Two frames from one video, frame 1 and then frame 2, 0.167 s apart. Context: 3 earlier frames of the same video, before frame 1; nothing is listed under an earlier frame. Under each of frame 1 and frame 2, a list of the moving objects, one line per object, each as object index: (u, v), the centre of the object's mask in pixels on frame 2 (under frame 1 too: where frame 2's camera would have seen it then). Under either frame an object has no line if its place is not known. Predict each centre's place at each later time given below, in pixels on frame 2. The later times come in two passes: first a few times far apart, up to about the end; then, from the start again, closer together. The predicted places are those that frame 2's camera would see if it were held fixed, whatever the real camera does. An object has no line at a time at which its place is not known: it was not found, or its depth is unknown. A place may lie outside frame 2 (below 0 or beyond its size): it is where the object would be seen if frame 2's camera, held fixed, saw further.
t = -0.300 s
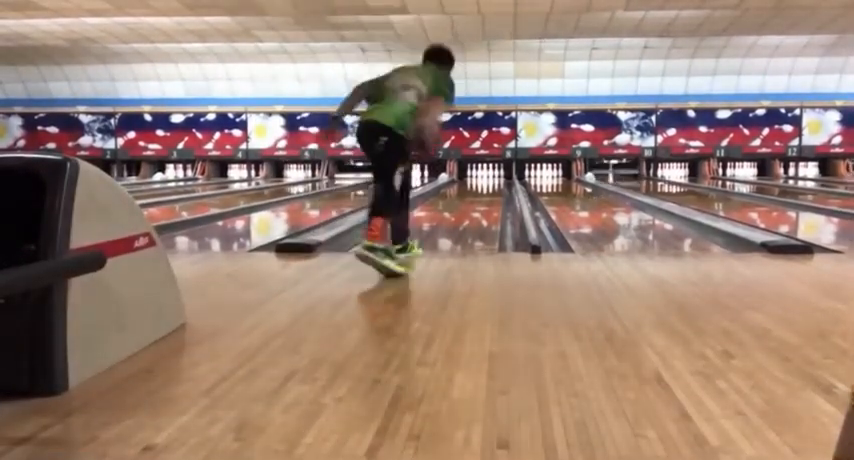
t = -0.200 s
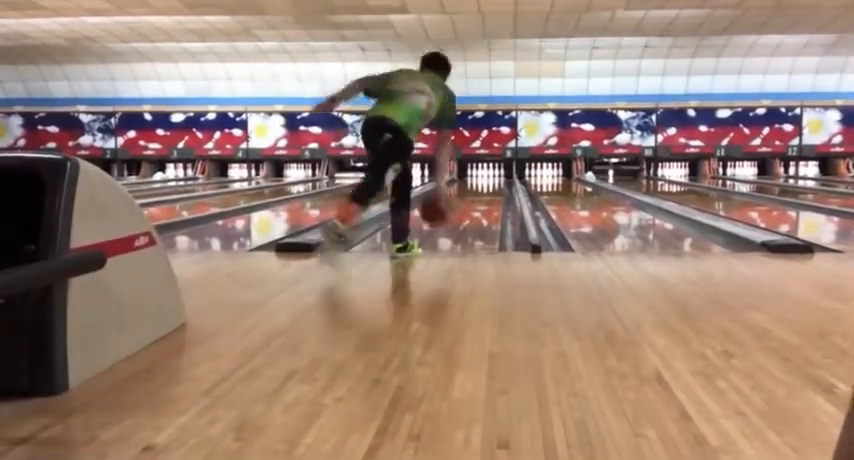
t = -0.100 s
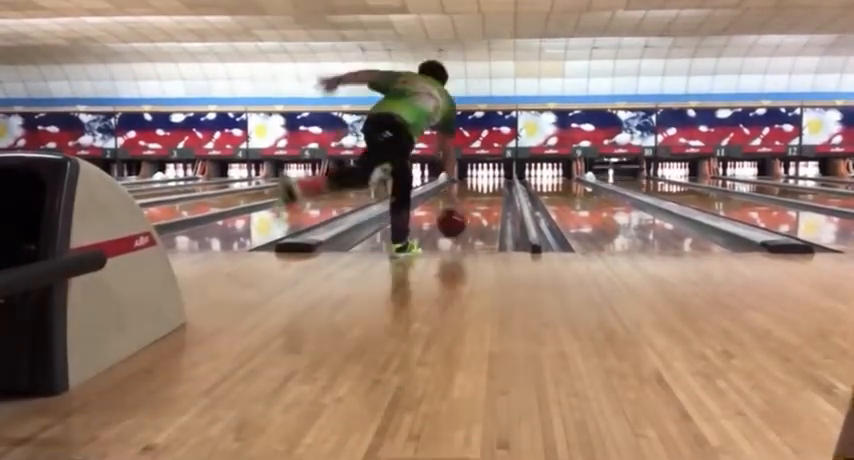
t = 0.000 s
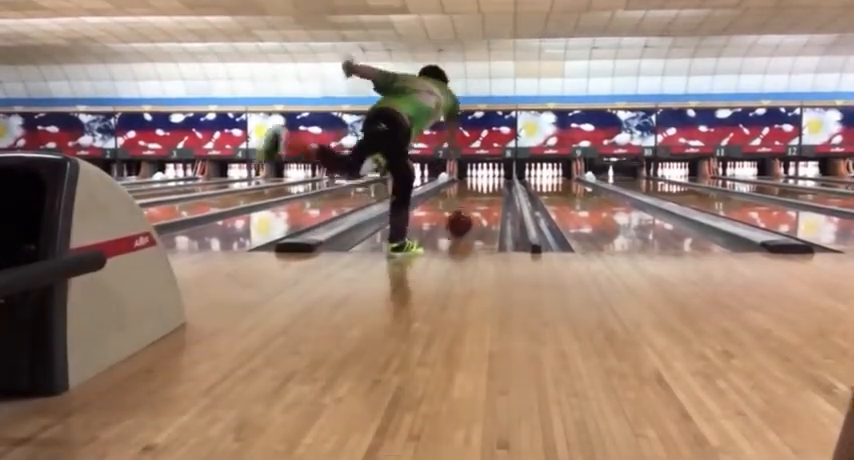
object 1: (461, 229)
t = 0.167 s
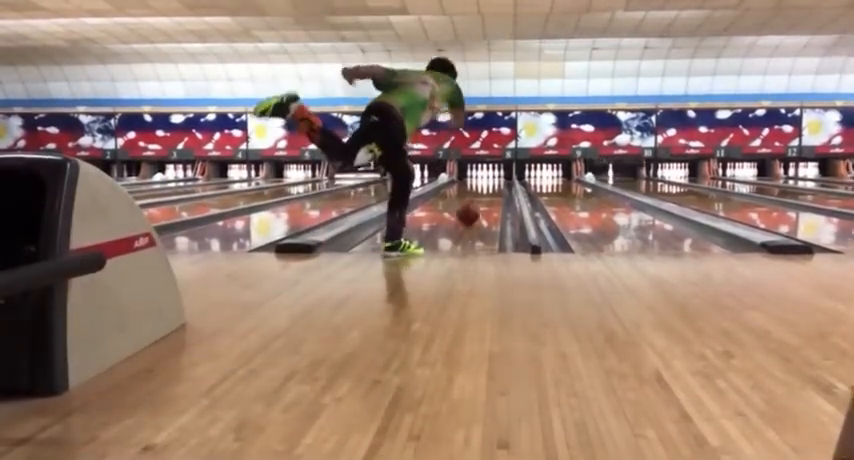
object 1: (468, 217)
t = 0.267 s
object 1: (471, 211)
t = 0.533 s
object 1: (479, 202)
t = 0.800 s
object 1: (483, 194)
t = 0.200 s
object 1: (469, 214)
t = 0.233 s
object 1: (471, 212)
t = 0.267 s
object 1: (471, 211)
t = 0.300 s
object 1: (472, 210)
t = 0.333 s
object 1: (473, 208)
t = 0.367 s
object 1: (474, 207)
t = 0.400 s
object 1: (476, 206)
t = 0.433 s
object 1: (477, 205)
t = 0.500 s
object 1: (478, 203)
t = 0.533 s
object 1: (479, 202)
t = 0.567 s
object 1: (479, 202)
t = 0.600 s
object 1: (480, 200)
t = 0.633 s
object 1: (481, 198)
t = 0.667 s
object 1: (481, 198)
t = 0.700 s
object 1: (482, 197)
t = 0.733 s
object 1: (482, 195)
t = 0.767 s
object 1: (483, 194)
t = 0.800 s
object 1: (483, 194)
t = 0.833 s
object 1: (483, 192)
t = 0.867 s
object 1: (484, 192)
